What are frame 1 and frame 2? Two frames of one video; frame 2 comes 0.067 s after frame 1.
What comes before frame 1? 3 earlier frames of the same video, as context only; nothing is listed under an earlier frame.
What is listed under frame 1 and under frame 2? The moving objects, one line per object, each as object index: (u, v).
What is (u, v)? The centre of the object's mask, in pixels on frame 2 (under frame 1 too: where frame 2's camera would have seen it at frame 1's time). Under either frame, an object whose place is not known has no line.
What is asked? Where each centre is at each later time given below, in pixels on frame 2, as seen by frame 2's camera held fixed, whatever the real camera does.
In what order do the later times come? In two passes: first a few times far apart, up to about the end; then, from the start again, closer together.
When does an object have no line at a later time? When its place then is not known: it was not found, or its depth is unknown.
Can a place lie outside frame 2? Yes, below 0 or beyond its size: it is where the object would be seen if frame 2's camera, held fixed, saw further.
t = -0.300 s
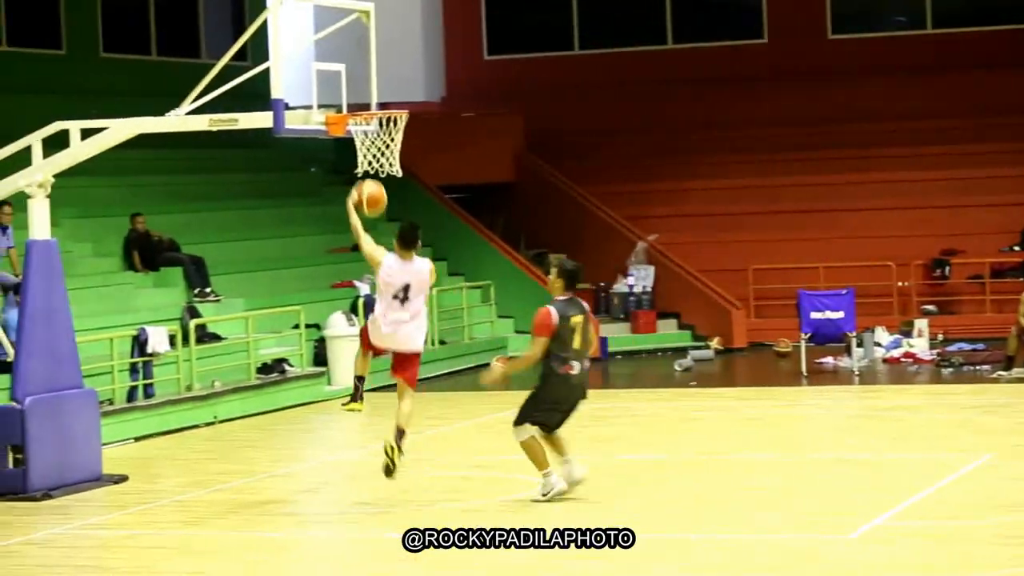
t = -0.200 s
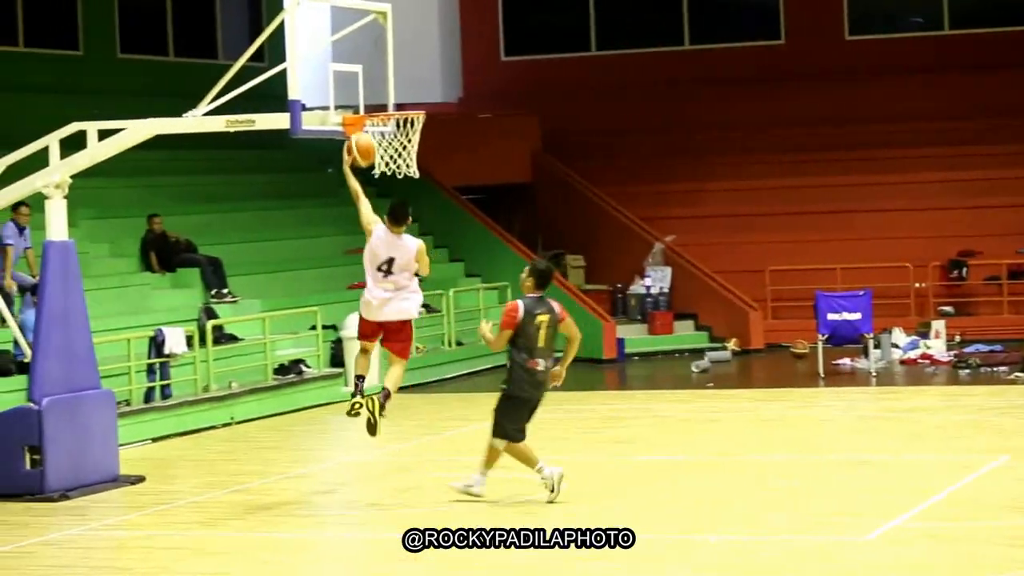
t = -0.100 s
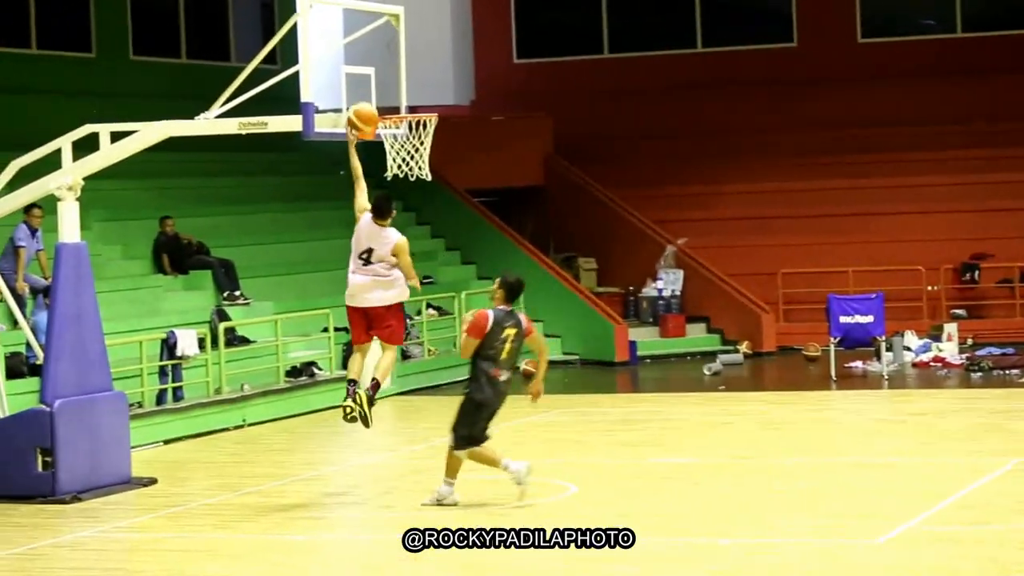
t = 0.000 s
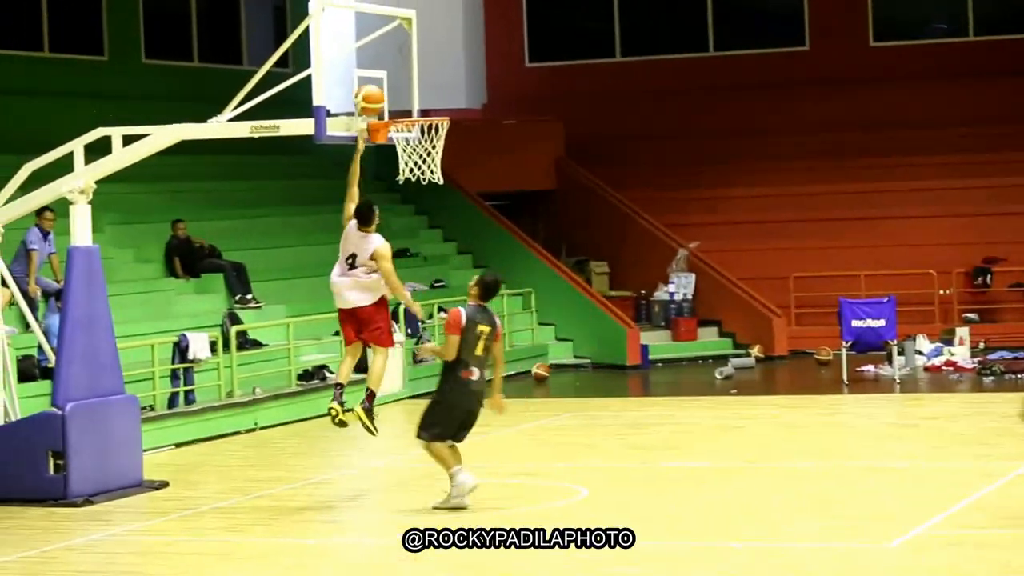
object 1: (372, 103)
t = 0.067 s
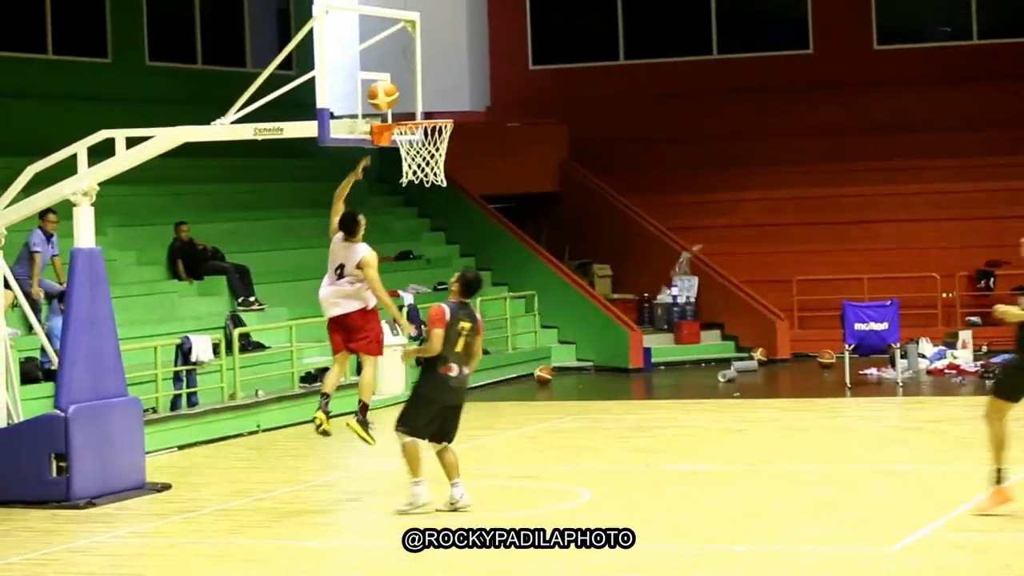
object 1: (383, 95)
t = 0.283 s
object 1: (419, 109)
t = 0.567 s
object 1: (459, 202)
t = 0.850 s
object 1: (491, 375)
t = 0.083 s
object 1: (385, 94)
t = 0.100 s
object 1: (388, 94)
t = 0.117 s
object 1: (391, 94)
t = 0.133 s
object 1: (394, 94)
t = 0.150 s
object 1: (397, 94)
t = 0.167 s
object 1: (399, 95)
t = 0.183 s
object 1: (402, 96)
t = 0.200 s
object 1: (405, 98)
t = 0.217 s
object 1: (408, 100)
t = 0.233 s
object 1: (411, 102)
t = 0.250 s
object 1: (414, 105)
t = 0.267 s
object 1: (417, 107)
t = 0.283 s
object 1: (419, 109)
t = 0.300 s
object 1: (422, 111)
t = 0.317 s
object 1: (425, 113)
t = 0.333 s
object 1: (429, 122)
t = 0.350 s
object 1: (432, 127)
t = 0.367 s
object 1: (436, 132)
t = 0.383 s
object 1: (438, 139)
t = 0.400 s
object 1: (441, 144)
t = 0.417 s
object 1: (444, 149)
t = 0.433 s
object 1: (446, 155)
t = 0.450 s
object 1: (447, 159)
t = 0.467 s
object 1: (450, 164)
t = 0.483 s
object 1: (451, 169)
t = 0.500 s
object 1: (451, 175)
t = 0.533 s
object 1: (455, 187)
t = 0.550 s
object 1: (457, 194)
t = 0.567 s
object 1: (459, 202)
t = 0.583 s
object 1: (460, 209)
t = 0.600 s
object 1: (462, 217)
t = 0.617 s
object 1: (464, 226)
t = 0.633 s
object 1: (465, 234)
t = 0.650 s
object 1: (467, 243)
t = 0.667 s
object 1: (469, 252)
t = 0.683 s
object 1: (471, 261)
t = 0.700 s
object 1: (473, 271)
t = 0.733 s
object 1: (477, 291)
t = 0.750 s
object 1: (479, 302)
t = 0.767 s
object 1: (481, 314)
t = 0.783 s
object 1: (483, 325)
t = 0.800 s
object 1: (485, 337)
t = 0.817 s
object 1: (487, 350)
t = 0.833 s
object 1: (489, 362)
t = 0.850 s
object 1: (491, 375)
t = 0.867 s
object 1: (492, 387)
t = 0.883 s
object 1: (494, 400)
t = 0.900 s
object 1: (495, 413)
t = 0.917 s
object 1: (497, 428)
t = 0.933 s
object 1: (499, 442)
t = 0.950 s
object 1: (501, 459)
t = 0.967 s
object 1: (503, 475)
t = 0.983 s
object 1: (503, 480)
